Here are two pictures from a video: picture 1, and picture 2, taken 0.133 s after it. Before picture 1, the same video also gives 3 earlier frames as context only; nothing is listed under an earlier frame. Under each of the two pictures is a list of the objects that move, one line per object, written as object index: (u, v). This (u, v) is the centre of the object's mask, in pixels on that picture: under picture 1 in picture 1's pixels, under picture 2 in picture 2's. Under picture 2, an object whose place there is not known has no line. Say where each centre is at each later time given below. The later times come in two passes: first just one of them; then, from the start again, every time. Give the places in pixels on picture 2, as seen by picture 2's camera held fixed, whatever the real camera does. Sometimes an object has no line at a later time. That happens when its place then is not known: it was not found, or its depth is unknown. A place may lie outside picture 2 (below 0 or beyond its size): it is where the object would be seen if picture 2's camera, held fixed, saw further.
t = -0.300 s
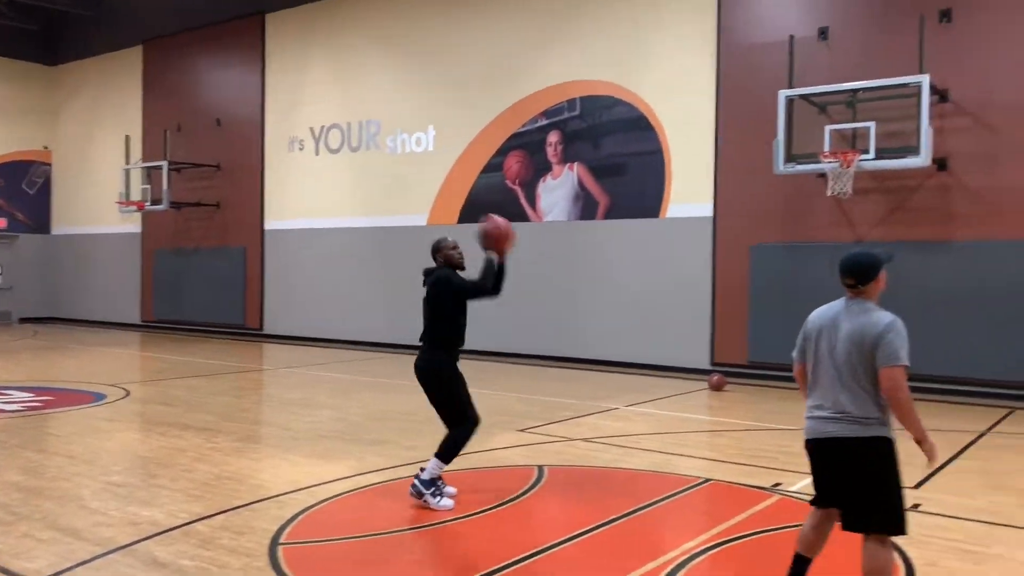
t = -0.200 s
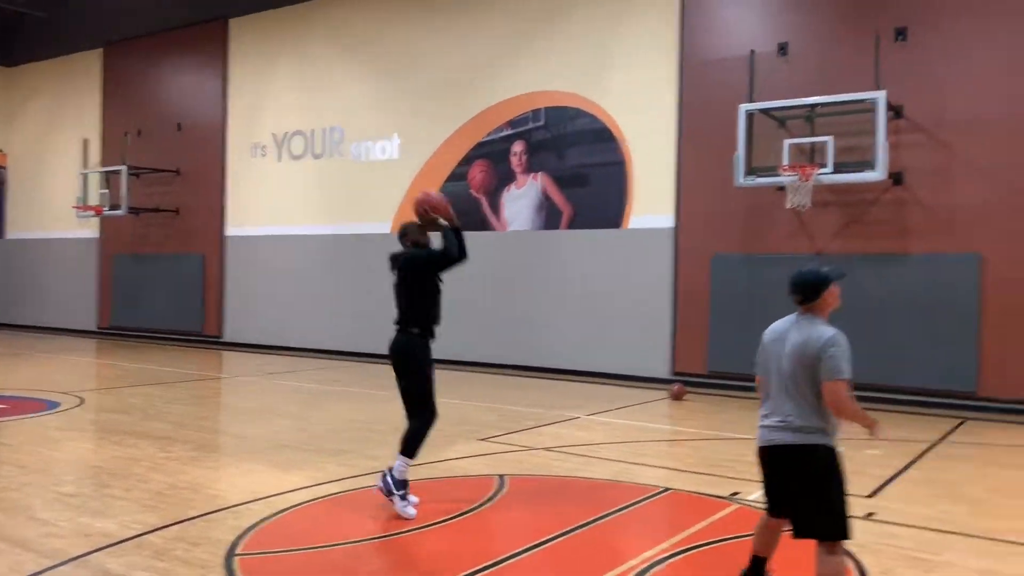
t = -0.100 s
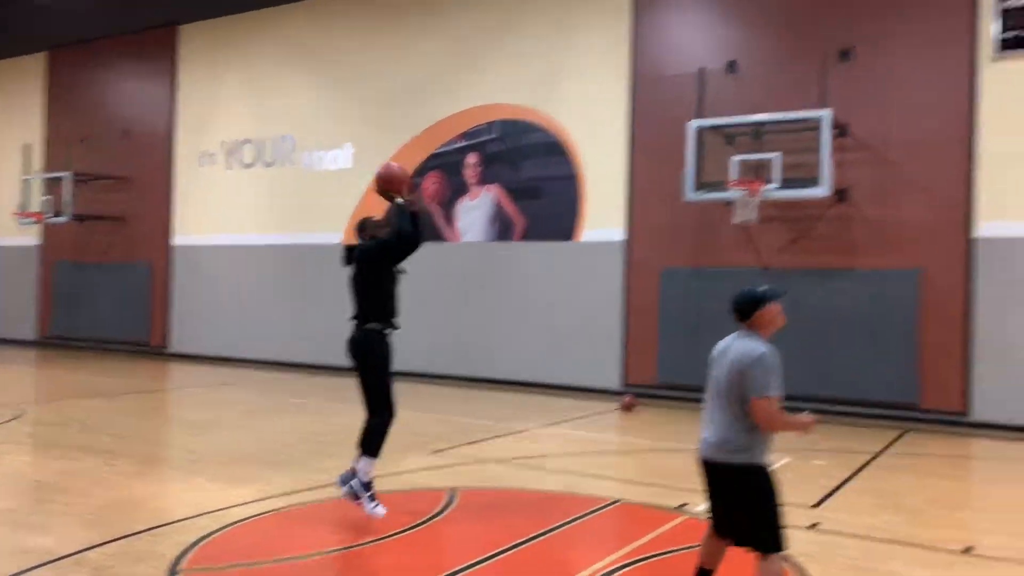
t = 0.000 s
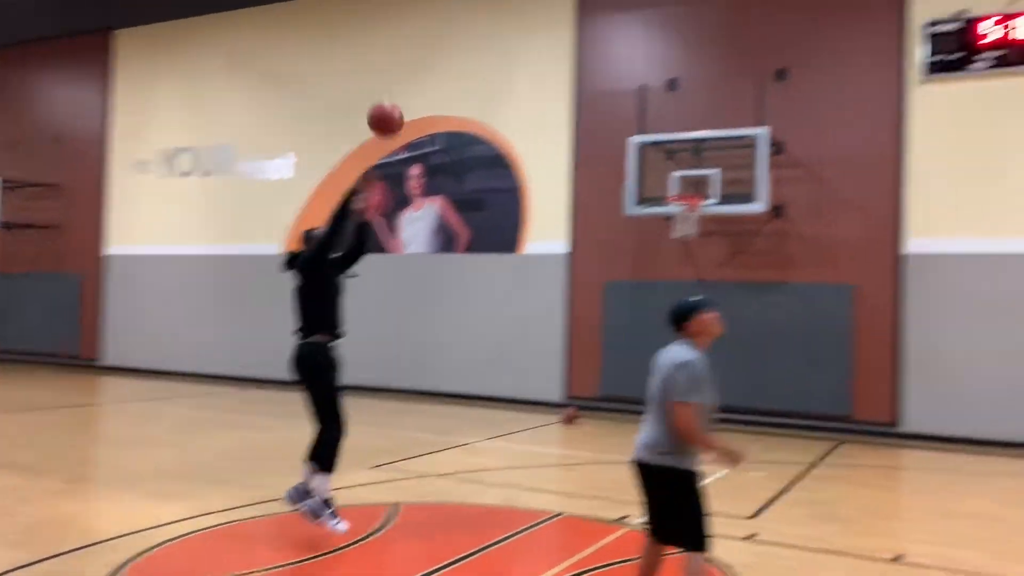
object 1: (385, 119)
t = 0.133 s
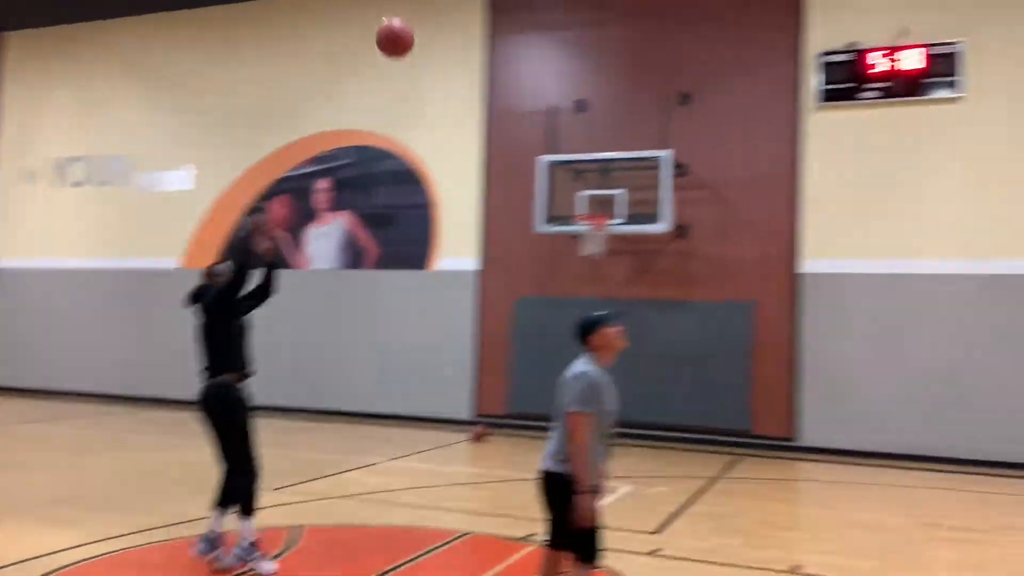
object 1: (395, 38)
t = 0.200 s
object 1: (450, 7)
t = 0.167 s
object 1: (422, 20)
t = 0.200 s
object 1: (450, 7)
